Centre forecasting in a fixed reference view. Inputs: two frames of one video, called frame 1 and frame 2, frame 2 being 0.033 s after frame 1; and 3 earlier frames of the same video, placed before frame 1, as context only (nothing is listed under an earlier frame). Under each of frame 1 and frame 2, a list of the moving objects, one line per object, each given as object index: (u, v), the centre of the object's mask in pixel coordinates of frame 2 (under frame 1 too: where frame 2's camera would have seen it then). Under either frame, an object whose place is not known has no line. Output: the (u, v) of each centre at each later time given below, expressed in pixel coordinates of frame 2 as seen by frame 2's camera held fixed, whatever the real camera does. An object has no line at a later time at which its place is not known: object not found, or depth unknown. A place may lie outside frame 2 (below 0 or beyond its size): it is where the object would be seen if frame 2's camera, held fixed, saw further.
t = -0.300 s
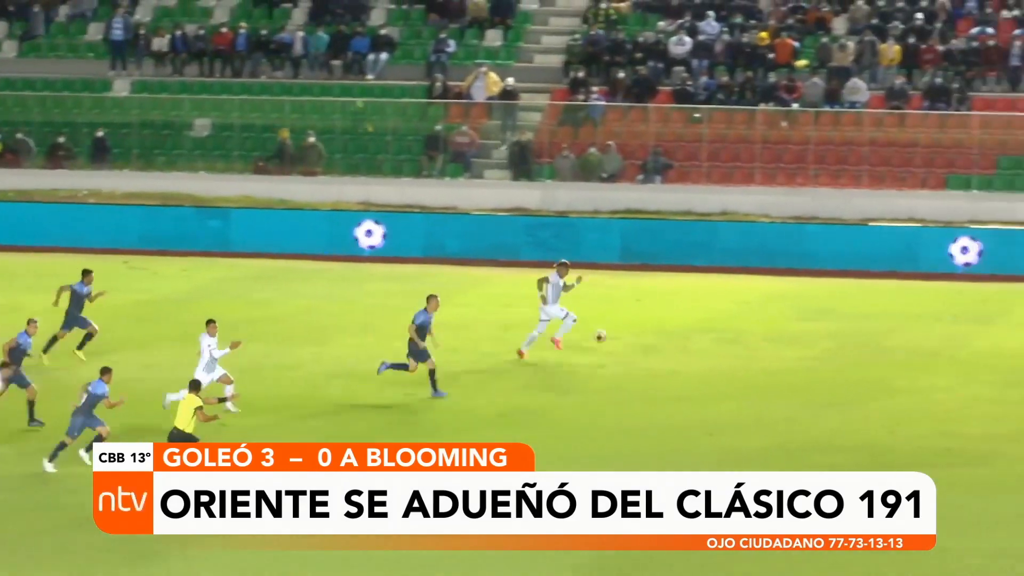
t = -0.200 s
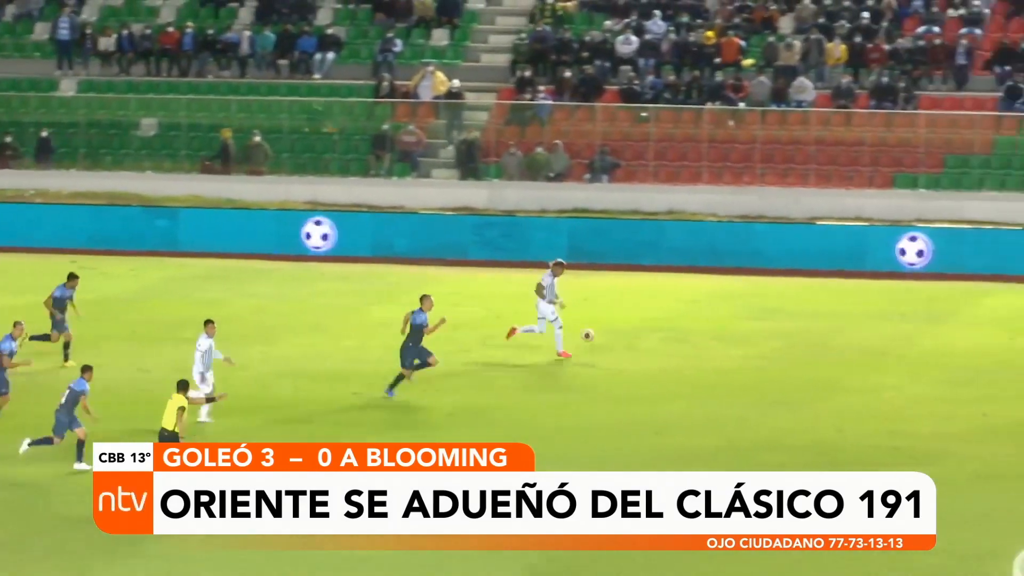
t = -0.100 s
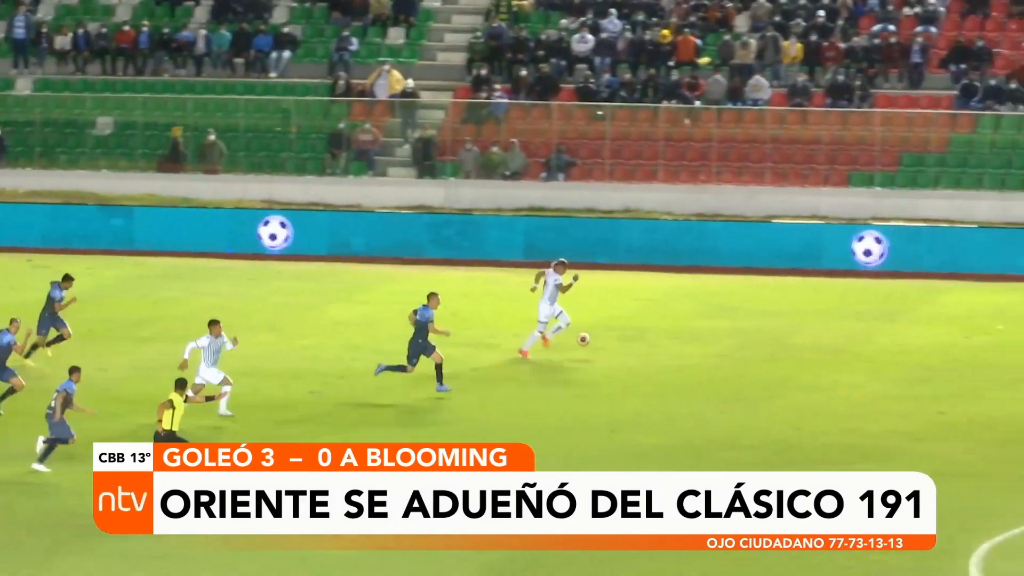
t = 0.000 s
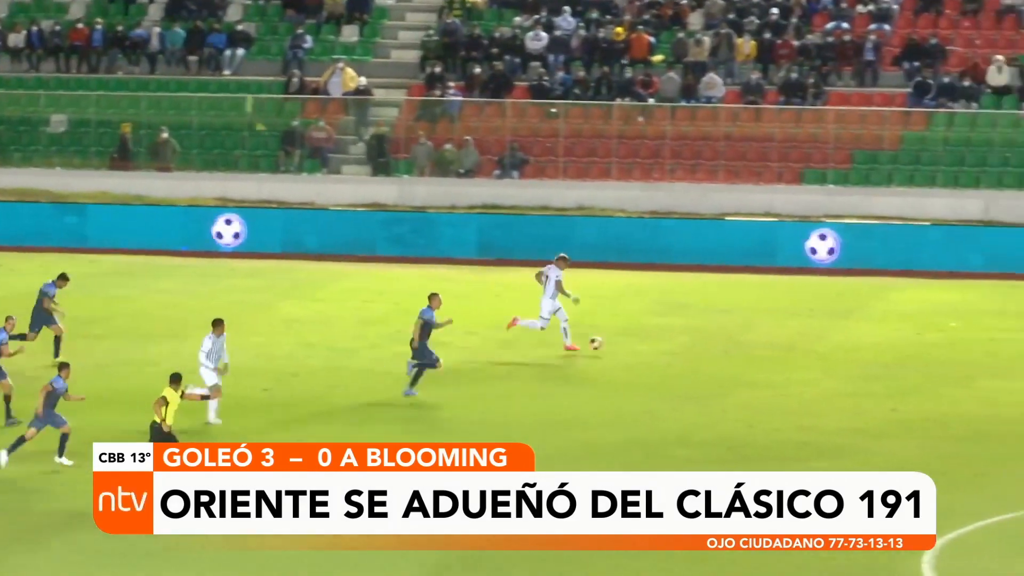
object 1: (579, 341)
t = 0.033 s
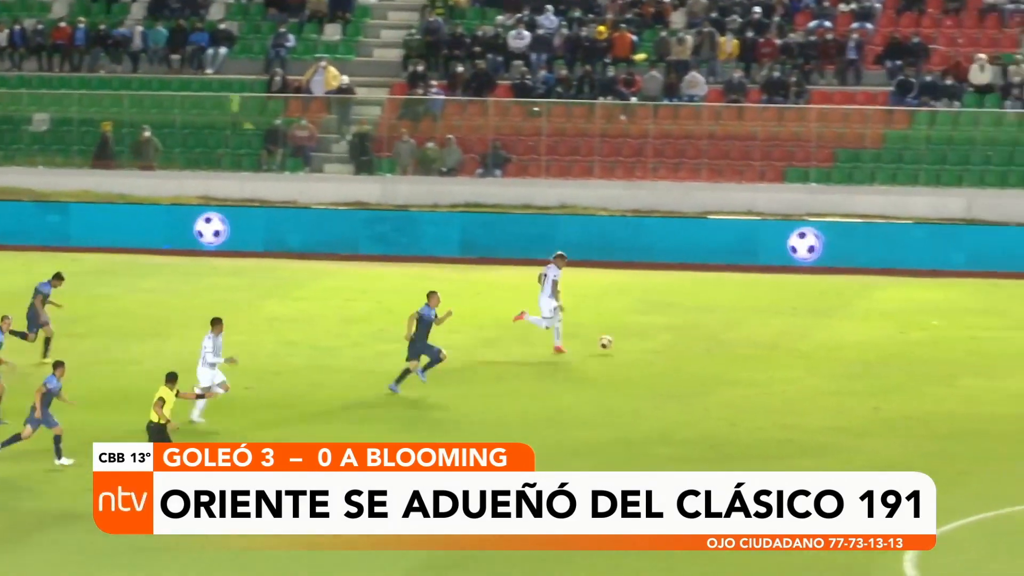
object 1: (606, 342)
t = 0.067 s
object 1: (633, 344)
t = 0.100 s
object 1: (661, 347)
